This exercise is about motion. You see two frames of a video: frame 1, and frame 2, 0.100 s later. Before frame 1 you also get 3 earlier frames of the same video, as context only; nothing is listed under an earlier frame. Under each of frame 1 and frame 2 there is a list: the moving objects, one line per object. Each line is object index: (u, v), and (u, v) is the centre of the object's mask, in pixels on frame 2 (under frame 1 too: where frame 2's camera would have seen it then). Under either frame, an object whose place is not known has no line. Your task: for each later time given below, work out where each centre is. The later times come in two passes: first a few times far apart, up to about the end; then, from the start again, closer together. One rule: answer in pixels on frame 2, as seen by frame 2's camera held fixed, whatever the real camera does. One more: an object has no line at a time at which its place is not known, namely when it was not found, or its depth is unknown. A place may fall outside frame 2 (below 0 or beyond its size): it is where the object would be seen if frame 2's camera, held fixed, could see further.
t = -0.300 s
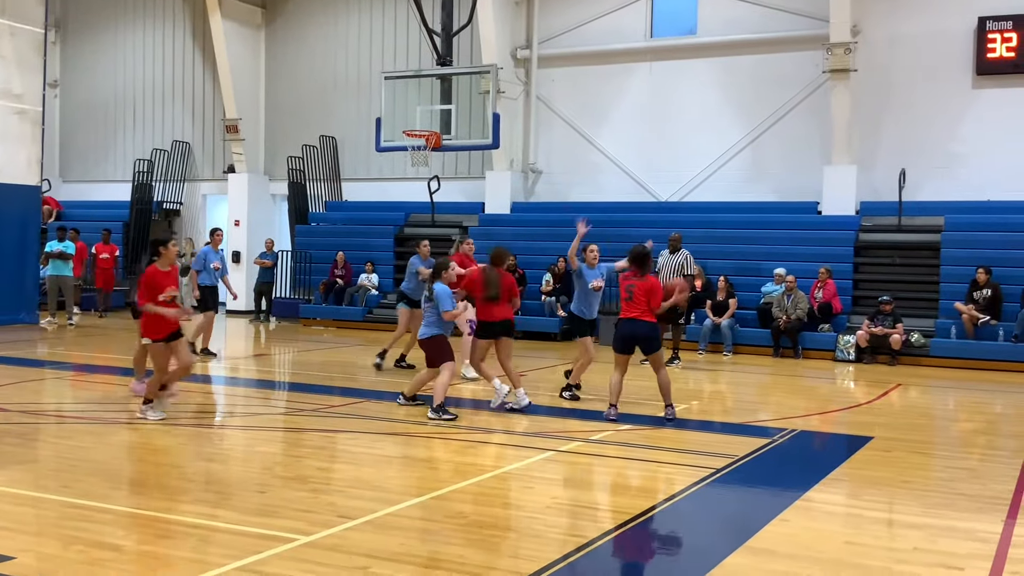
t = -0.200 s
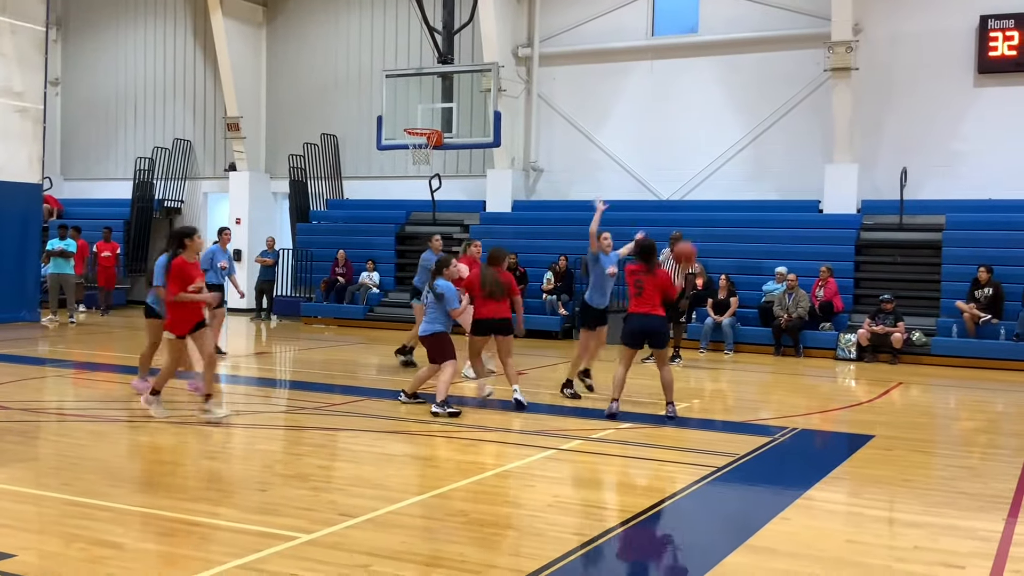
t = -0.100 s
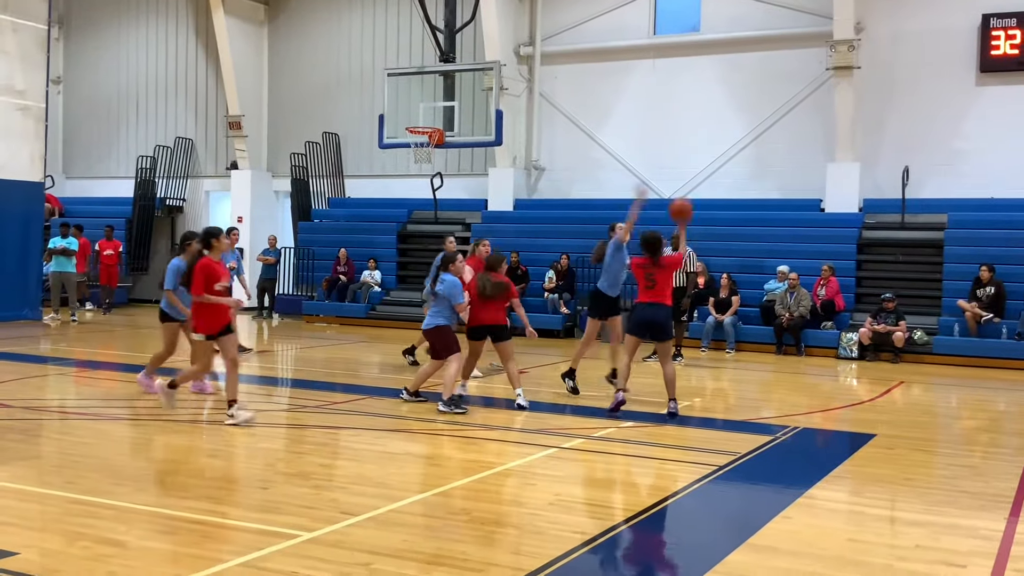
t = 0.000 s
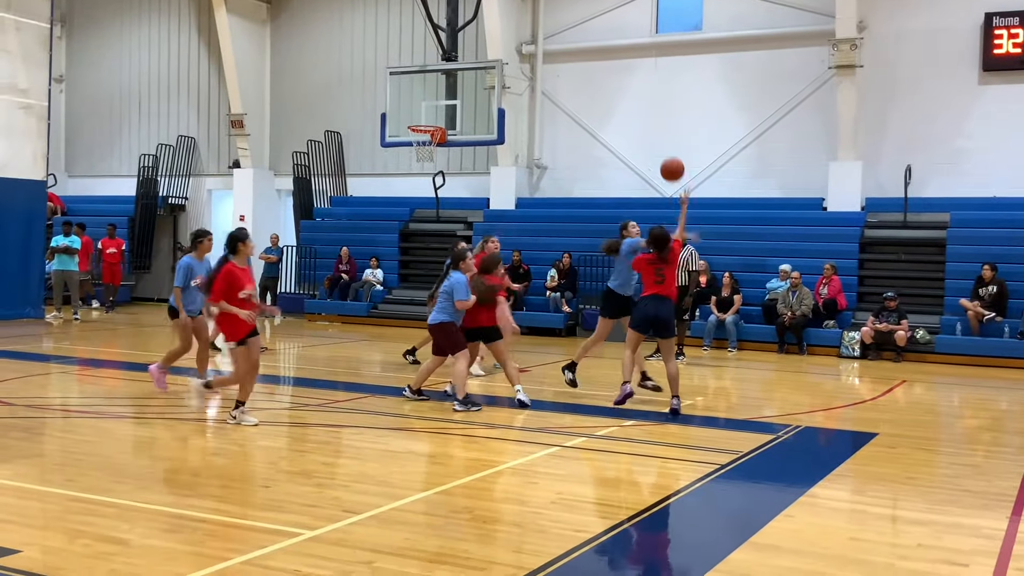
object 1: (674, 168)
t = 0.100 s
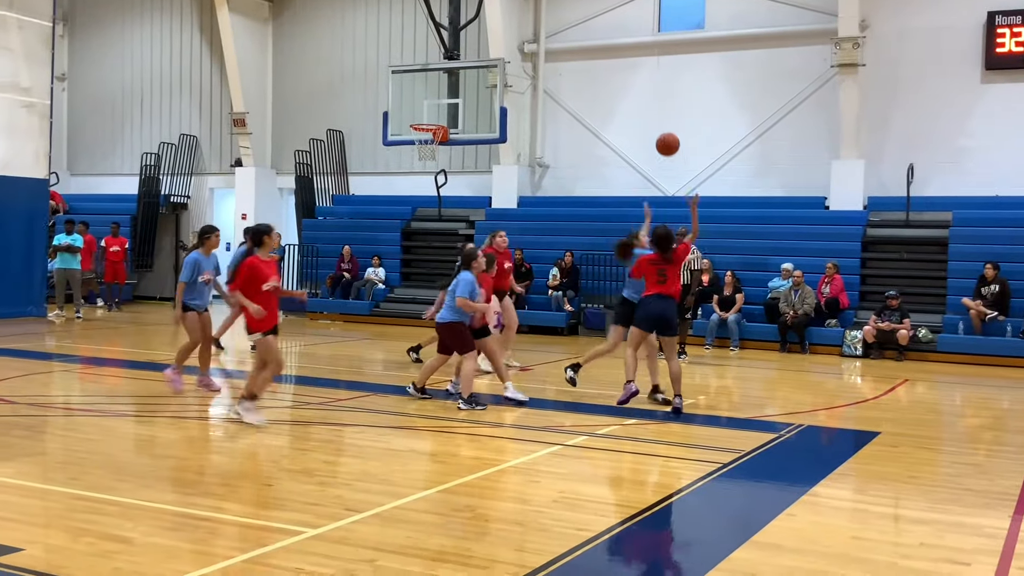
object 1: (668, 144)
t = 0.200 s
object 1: (661, 131)
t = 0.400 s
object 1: (647, 134)
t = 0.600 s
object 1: (633, 173)
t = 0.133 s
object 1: (665, 139)
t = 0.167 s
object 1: (663, 134)
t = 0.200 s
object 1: (661, 131)
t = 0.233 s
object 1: (659, 129)
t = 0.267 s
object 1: (656, 128)
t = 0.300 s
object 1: (654, 128)
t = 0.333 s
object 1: (652, 129)
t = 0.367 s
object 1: (649, 131)
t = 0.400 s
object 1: (647, 134)
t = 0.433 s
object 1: (645, 138)
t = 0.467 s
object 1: (642, 143)
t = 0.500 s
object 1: (640, 149)
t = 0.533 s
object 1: (638, 156)
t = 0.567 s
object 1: (636, 164)
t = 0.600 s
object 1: (633, 173)
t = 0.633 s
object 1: (631, 183)
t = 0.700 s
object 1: (627, 205)
